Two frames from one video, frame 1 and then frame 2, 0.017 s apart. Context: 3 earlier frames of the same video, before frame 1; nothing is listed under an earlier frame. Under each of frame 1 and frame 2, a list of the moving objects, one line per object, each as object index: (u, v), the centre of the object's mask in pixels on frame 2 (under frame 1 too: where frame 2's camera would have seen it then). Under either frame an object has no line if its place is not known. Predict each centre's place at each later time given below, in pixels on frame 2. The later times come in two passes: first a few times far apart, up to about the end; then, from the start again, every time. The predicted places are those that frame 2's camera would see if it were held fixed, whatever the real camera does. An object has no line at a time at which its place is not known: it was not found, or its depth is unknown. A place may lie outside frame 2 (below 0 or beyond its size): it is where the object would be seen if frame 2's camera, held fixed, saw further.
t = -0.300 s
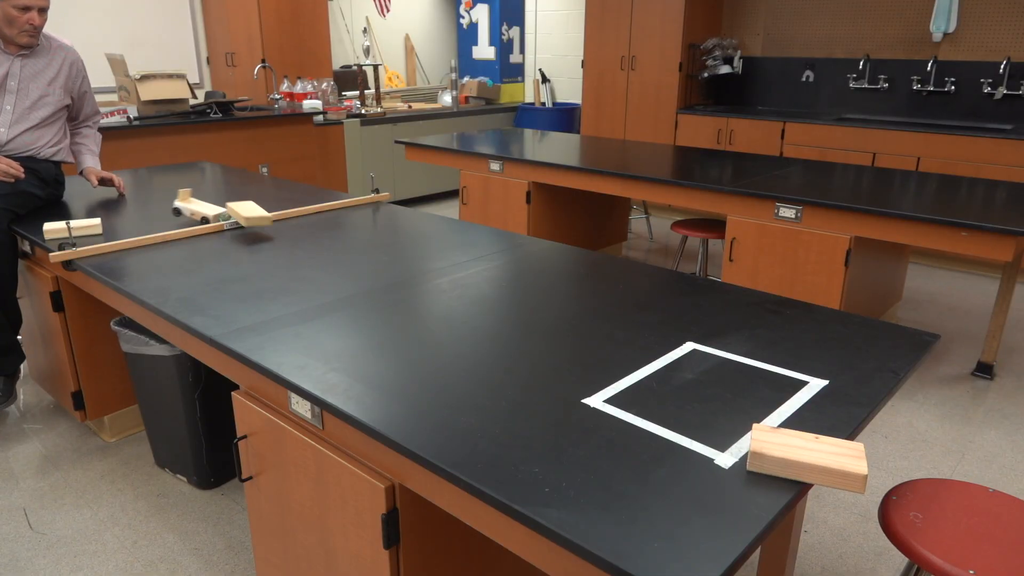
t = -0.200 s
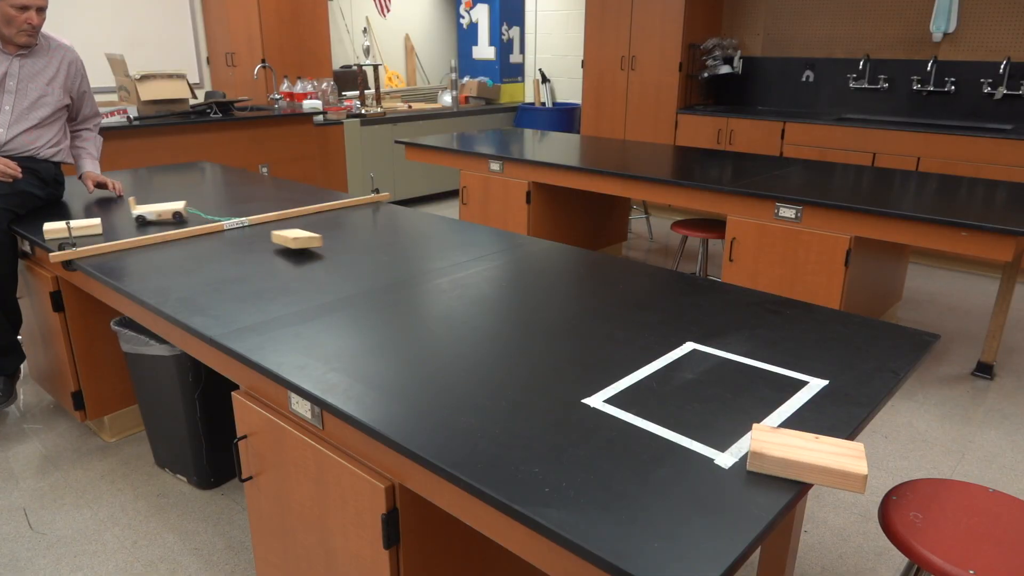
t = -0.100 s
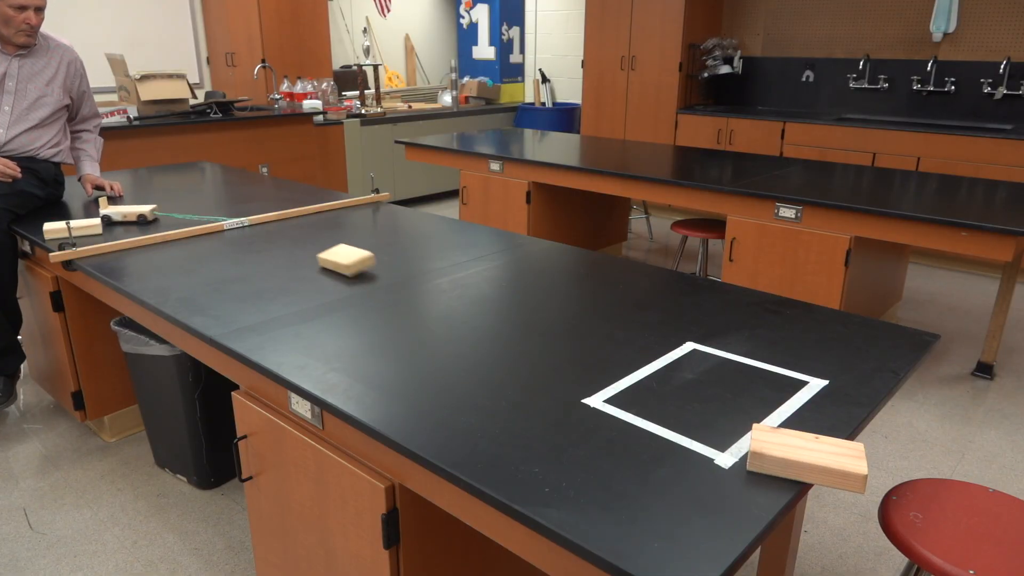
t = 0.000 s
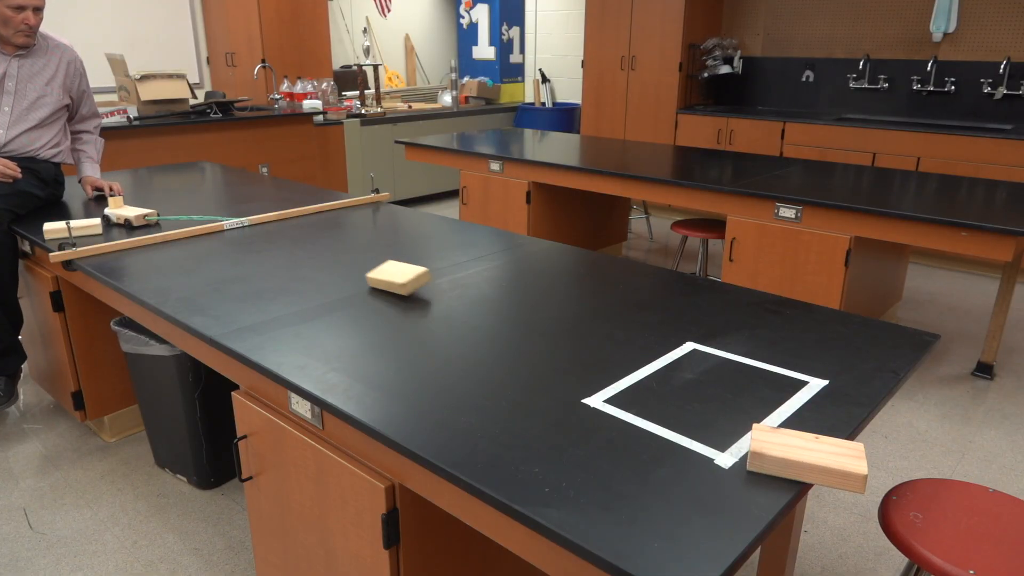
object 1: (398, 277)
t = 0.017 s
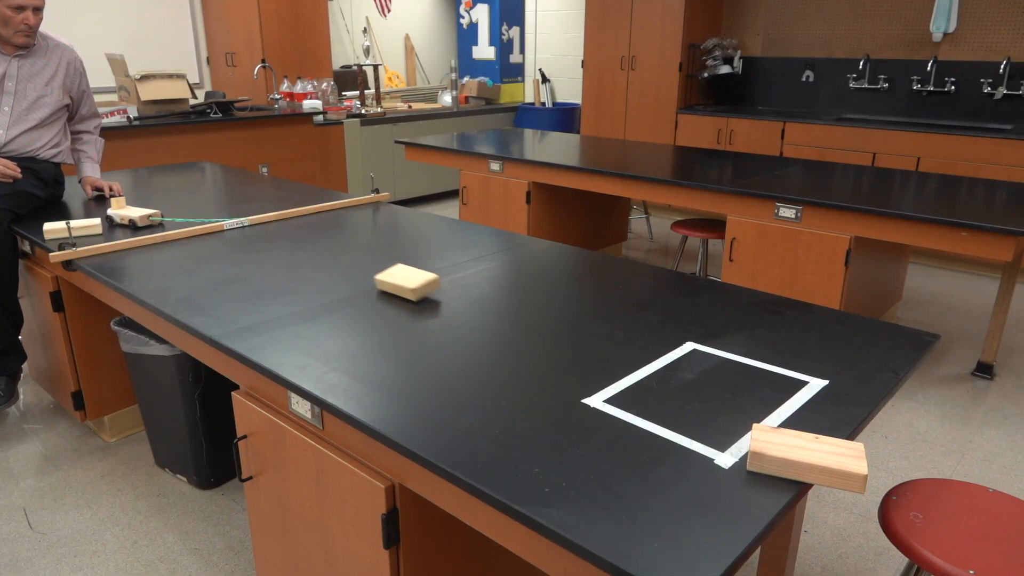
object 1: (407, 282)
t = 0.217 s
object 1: (518, 327)
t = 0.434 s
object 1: (632, 371)
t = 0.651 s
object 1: (717, 403)
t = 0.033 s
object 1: (417, 287)
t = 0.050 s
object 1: (426, 291)
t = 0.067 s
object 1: (435, 294)
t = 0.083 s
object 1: (443, 296)
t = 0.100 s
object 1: (453, 299)
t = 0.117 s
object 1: (462, 304)
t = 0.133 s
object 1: (472, 310)
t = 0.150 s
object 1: (481, 312)
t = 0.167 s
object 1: (490, 315)
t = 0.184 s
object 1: (499, 319)
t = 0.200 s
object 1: (508, 323)
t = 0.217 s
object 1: (518, 327)
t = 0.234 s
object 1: (527, 331)
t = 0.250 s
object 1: (536, 334)
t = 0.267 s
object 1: (545, 338)
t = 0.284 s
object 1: (554, 341)
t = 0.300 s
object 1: (563, 345)
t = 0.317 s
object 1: (572, 348)
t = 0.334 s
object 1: (581, 352)
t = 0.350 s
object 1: (590, 355)
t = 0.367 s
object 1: (599, 358)
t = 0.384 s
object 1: (607, 361)
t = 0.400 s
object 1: (616, 365)
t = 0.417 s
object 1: (624, 368)
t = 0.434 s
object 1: (632, 371)
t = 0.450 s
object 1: (640, 374)
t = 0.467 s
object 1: (648, 377)
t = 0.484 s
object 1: (656, 380)
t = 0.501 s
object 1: (663, 382)
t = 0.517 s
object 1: (670, 385)
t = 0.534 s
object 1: (677, 388)
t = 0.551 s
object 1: (684, 390)
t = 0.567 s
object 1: (690, 393)
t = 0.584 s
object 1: (696, 395)
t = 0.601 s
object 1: (702, 397)
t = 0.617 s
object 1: (708, 399)
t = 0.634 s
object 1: (713, 401)
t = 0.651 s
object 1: (717, 403)
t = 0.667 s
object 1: (721, 404)
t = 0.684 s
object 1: (725, 405)
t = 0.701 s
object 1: (728, 406)
